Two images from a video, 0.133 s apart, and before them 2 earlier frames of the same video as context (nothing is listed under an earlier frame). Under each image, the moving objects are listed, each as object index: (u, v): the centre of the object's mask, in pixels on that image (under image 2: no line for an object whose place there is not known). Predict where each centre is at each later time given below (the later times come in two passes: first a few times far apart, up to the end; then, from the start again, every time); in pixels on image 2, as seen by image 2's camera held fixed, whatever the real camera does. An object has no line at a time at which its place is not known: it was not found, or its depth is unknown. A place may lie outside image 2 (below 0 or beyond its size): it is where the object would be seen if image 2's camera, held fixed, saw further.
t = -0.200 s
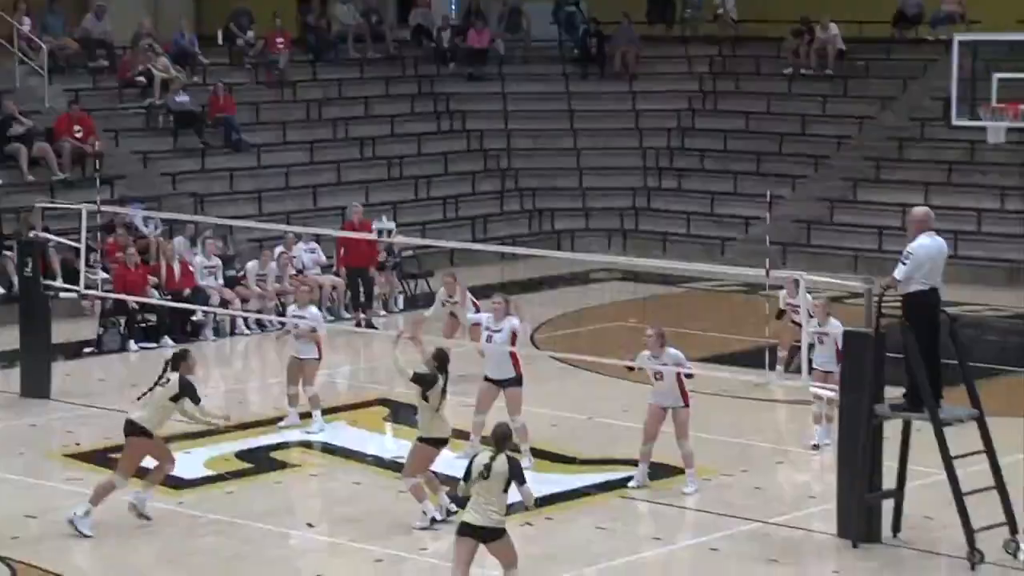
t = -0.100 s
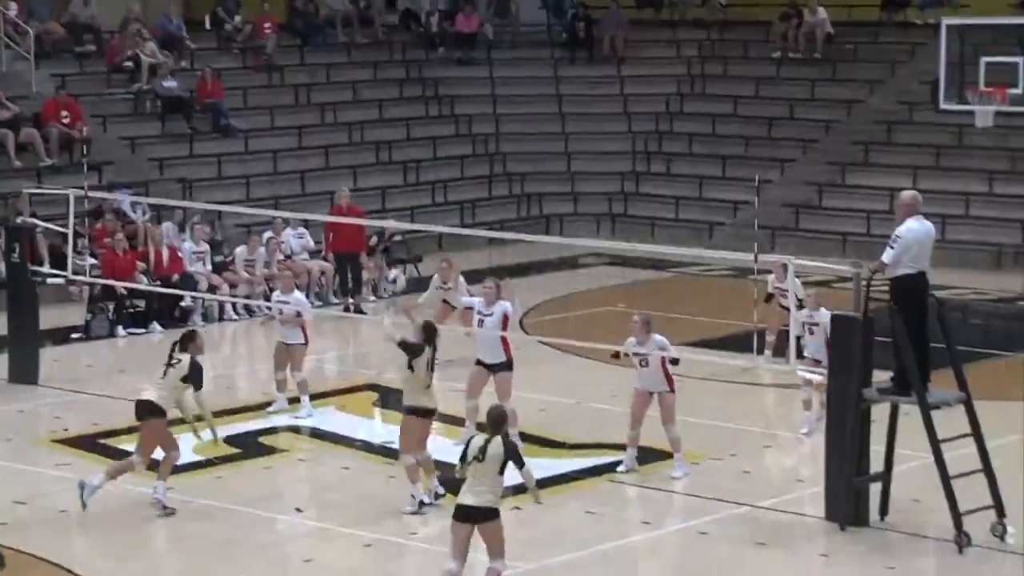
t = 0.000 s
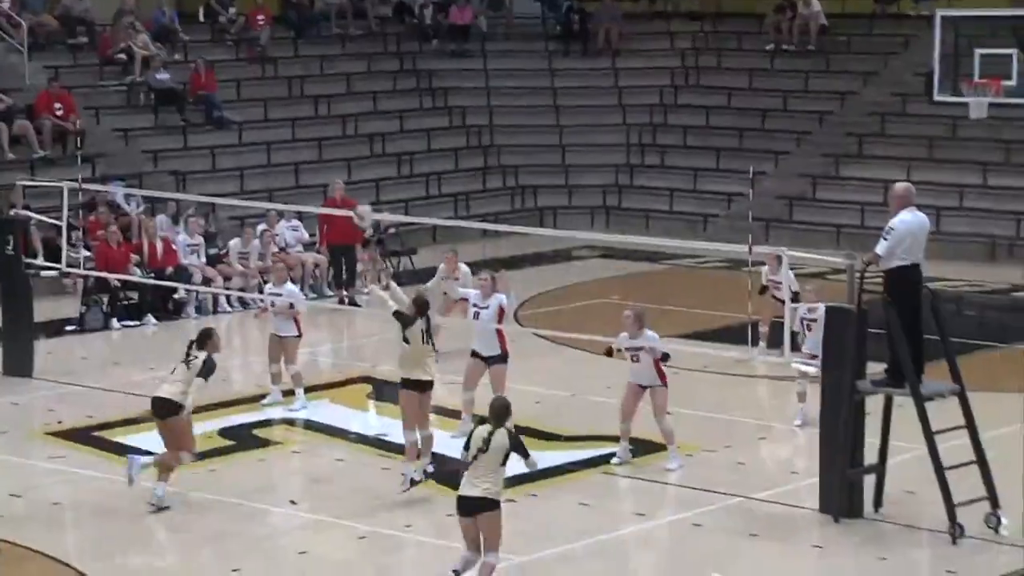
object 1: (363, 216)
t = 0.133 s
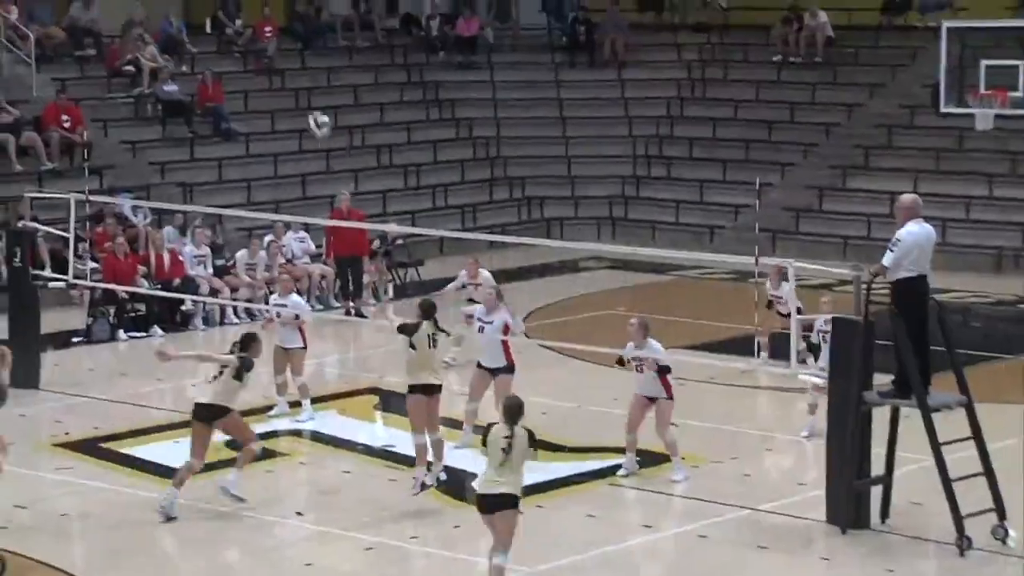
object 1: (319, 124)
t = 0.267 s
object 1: (272, 45)
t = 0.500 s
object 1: (199, -39)
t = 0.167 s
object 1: (307, 102)
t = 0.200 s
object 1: (295, 82)
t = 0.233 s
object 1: (285, 63)
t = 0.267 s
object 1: (272, 45)
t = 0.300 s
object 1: (262, 29)
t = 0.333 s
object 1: (250, 13)
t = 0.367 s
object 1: (238, 0)
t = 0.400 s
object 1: (228, -12)
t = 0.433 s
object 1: (216, -23)
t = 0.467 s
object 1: (208, -31)
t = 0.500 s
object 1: (199, -39)
